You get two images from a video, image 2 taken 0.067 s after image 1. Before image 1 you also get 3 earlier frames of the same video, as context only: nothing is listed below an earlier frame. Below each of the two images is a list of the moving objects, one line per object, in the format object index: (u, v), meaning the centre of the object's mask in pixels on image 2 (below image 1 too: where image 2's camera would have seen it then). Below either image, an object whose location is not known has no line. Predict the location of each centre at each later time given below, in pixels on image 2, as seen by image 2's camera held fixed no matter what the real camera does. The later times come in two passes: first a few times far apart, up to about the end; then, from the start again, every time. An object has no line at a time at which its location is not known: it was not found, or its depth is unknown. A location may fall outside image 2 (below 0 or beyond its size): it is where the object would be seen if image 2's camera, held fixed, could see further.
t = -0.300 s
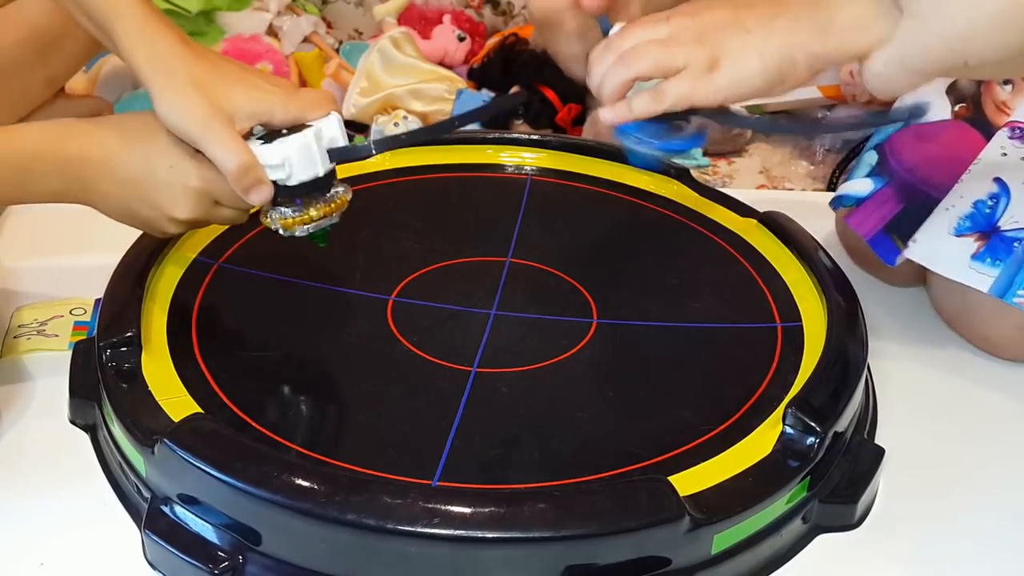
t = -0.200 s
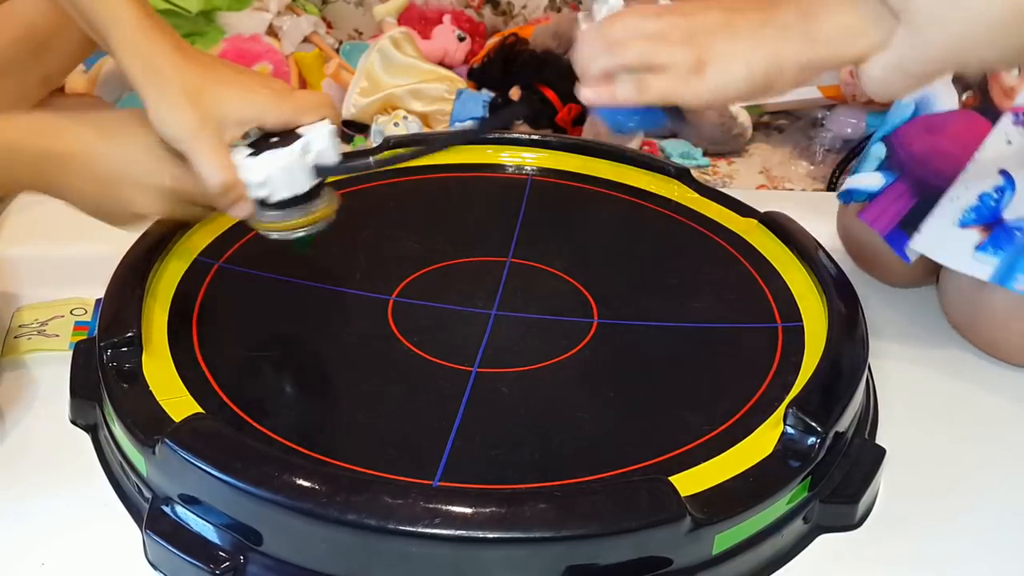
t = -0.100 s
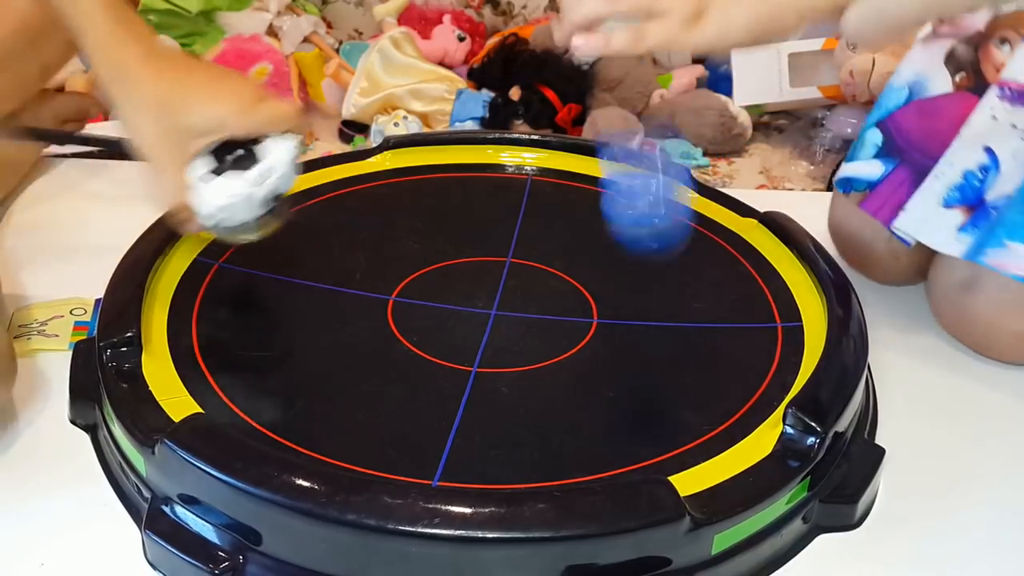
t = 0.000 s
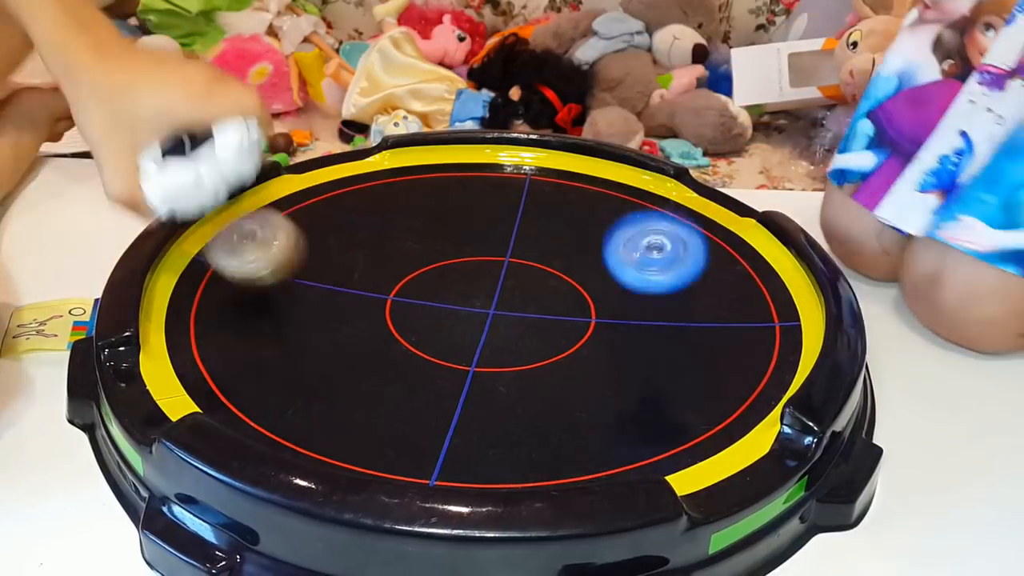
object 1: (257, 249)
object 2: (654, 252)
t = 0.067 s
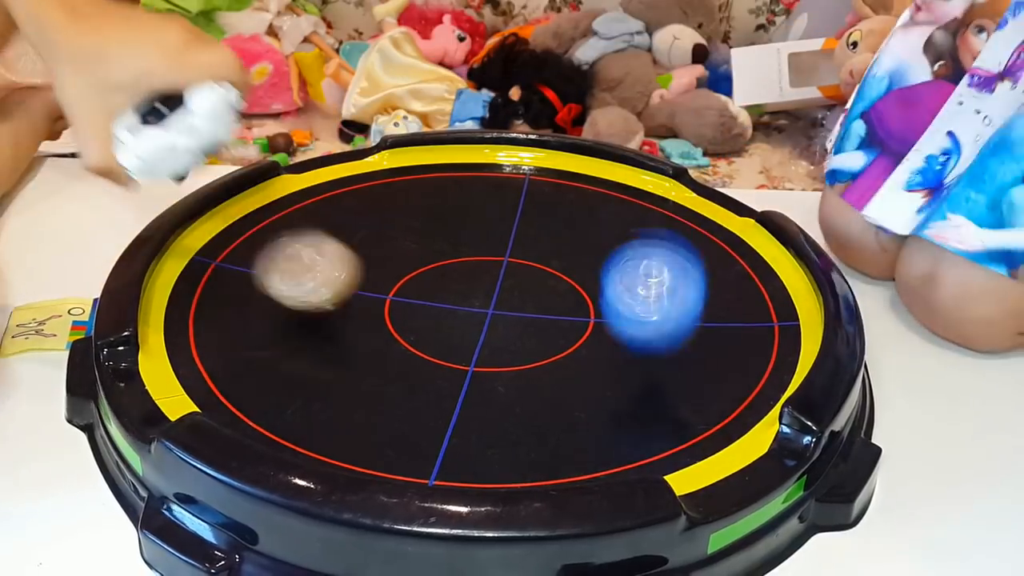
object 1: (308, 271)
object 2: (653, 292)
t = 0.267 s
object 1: (477, 344)
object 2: (638, 367)
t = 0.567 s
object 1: (505, 355)
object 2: (701, 409)
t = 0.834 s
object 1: (446, 346)
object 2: (621, 398)
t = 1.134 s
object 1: (404, 307)
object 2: (561, 330)
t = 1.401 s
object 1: (416, 275)
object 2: (579, 259)
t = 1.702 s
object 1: (459, 266)
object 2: (640, 228)
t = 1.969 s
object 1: (497, 273)
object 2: (678, 236)
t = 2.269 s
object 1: (515, 295)
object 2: (669, 267)
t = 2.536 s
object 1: (482, 308)
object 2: (593, 281)
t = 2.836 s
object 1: (419, 295)
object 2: (503, 248)
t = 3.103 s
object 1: (393, 266)
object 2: (495, 214)
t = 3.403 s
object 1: (416, 234)
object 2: (531, 206)
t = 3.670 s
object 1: (469, 220)
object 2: (557, 221)
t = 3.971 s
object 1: (501, 215)
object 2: (540, 264)
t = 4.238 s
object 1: (518, 230)
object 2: (466, 272)
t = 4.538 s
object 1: (537, 267)
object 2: (426, 245)
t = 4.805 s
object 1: (543, 303)
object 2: (448, 229)
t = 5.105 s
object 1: (530, 330)
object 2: (485, 242)
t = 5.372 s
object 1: (502, 331)
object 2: (484, 271)
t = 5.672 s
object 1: (470, 320)
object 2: (435, 273)
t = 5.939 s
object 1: (448, 306)
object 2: (424, 251)
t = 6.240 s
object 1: (463, 304)
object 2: (458, 243)
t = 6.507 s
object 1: (478, 321)
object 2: (499, 243)
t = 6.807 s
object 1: (463, 348)
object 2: (482, 263)
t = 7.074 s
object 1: (447, 335)
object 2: (459, 253)
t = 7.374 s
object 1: (454, 298)
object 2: (469, 239)
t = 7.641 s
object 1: (456, 292)
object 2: (493, 243)
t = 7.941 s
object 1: (462, 297)
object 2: (478, 252)
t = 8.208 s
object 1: (479, 301)
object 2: (474, 243)
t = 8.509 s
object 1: (502, 303)
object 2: (485, 240)
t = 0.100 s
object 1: (338, 281)
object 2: (648, 326)
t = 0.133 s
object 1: (368, 296)
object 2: (644, 340)
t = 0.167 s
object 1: (398, 310)
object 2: (640, 350)
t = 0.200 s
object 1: (427, 323)
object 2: (638, 359)
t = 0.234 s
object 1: (453, 335)
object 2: (637, 364)
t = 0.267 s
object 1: (477, 344)
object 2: (638, 367)
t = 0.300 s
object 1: (499, 353)
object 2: (639, 369)
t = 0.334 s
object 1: (521, 361)
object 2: (642, 370)
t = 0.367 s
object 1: (540, 367)
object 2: (644, 372)
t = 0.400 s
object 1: (542, 356)
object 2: (666, 384)
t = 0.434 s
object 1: (534, 357)
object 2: (688, 392)
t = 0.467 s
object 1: (526, 361)
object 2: (702, 400)
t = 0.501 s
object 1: (517, 358)
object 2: (709, 404)
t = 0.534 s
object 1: (510, 356)
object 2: (708, 406)
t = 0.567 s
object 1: (505, 355)
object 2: (701, 409)
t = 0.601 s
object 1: (499, 354)
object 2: (693, 410)
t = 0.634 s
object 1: (493, 354)
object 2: (684, 411)
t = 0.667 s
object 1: (485, 354)
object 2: (674, 410)
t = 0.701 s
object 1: (477, 353)
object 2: (664, 410)
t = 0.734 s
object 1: (468, 352)
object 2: (652, 408)
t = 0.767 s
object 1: (461, 351)
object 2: (642, 406)
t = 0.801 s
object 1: (453, 349)
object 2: (631, 402)
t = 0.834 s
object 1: (446, 346)
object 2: (621, 398)
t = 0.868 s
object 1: (439, 343)
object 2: (612, 393)
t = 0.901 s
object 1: (433, 339)
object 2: (602, 387)
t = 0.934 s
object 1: (427, 335)
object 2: (593, 380)
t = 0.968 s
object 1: (421, 331)
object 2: (585, 373)
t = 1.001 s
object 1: (416, 326)
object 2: (579, 365)
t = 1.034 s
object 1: (412, 321)
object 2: (573, 358)
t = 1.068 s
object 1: (408, 316)
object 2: (568, 348)
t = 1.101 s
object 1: (406, 312)
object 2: (564, 339)
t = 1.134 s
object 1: (404, 307)
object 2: (561, 330)
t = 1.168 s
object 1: (403, 302)
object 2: (559, 320)
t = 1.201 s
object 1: (402, 297)
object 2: (559, 311)
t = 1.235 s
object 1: (403, 293)
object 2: (560, 301)
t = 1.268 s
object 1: (404, 289)
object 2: (563, 292)
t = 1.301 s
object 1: (406, 285)
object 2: (566, 283)
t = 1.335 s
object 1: (409, 282)
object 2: (570, 274)
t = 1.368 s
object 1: (412, 279)
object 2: (574, 266)
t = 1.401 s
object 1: (416, 275)
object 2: (579, 259)
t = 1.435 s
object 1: (420, 273)
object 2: (585, 253)
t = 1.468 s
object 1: (425, 271)
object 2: (591, 247)
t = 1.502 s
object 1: (429, 269)
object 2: (598, 242)
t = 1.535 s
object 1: (434, 268)
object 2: (605, 238)
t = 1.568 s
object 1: (439, 267)
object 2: (612, 235)
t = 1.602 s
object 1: (444, 266)
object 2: (618, 232)
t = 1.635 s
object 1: (449, 266)
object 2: (626, 230)
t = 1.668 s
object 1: (454, 266)
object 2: (633, 229)
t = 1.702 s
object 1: (459, 266)
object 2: (640, 228)
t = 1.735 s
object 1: (465, 266)
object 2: (645, 228)
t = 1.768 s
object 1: (470, 267)
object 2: (651, 228)
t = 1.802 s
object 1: (475, 267)
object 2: (657, 229)
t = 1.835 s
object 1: (480, 268)
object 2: (662, 230)
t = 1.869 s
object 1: (484, 269)
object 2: (667, 231)
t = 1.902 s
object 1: (488, 269)
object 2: (671, 232)
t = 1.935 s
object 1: (492, 271)
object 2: (675, 234)
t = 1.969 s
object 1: (497, 273)
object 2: (678, 236)
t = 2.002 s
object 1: (501, 275)
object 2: (680, 238)
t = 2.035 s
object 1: (505, 277)
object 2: (682, 241)
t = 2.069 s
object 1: (508, 279)
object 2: (683, 245)
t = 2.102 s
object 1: (511, 281)
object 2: (683, 248)
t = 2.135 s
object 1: (513, 284)
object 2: (682, 251)
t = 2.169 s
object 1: (515, 286)
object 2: (680, 255)
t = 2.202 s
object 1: (515, 289)
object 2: (677, 260)
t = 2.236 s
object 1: (515, 292)
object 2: (673, 264)
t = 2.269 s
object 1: (515, 295)
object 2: (669, 267)
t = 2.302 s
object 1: (514, 297)
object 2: (662, 271)
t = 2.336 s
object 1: (512, 299)
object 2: (655, 274)
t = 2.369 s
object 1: (509, 301)
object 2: (647, 276)
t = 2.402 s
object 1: (506, 304)
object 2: (638, 278)
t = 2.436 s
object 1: (501, 305)
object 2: (627, 280)
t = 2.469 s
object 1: (496, 307)
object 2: (616, 281)
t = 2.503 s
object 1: (489, 308)
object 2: (605, 281)
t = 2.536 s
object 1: (482, 308)
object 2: (593, 281)
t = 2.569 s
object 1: (476, 308)
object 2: (580, 280)
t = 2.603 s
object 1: (469, 308)
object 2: (568, 278)
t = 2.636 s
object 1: (461, 307)
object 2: (557, 276)
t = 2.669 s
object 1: (454, 306)
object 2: (545, 273)
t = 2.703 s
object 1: (447, 305)
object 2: (535, 268)
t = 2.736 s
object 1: (440, 303)
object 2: (525, 263)
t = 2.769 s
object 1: (432, 301)
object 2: (517, 258)
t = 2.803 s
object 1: (426, 299)
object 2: (509, 253)
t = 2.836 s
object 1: (419, 295)
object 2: (503, 248)
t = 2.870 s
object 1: (414, 292)
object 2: (499, 244)
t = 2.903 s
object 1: (409, 289)
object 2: (495, 238)
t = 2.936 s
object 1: (404, 285)
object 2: (493, 233)
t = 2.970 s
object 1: (400, 281)
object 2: (492, 229)
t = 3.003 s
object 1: (397, 277)
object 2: (491, 224)
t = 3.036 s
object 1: (394, 273)
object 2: (492, 220)
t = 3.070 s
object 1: (393, 269)
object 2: (493, 216)
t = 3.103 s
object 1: (393, 266)
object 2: (495, 214)
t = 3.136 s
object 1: (393, 262)
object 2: (498, 211)
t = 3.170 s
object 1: (393, 259)
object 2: (501, 210)
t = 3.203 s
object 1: (394, 255)
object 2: (505, 208)
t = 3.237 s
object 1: (395, 251)
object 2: (509, 207)
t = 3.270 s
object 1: (398, 248)
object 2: (513, 206)
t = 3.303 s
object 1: (401, 244)
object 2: (517, 206)
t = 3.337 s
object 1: (406, 240)
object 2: (522, 205)
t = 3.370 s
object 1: (411, 237)
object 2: (526, 206)
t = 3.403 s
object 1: (416, 234)
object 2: (531, 206)
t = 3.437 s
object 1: (421, 232)
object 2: (536, 207)
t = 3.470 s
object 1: (428, 229)
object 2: (540, 207)
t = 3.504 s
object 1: (434, 227)
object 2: (544, 208)
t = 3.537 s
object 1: (441, 225)
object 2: (548, 211)
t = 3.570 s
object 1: (448, 223)
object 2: (551, 212)
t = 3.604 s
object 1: (455, 222)
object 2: (553, 215)
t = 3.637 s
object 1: (462, 221)
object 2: (555, 219)
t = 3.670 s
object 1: (469, 220)
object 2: (557, 221)
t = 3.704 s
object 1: (477, 219)
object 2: (558, 225)
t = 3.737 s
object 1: (480, 218)
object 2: (561, 230)
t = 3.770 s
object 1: (483, 217)
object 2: (562, 235)
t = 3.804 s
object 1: (488, 216)
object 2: (561, 240)
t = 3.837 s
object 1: (492, 216)
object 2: (559, 245)
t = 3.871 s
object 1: (496, 216)
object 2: (557, 251)
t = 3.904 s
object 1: (498, 215)
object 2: (553, 256)
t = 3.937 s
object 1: (499, 214)
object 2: (547, 260)
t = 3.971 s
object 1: (501, 215)
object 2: (540, 264)
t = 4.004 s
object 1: (504, 215)
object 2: (532, 268)
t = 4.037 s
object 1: (506, 216)
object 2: (523, 271)
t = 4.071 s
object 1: (507, 217)
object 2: (513, 273)
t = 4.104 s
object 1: (508, 218)
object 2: (503, 274)
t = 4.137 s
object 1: (511, 220)
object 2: (493, 275)
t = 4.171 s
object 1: (513, 224)
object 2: (485, 275)
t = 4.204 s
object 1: (517, 227)
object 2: (476, 274)
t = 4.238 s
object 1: (518, 230)
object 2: (466, 272)
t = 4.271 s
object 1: (520, 233)
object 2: (456, 271)
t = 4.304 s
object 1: (523, 237)
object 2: (447, 268)
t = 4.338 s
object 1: (525, 240)
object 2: (440, 266)
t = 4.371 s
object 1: (527, 244)
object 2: (435, 263)
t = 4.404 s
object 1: (529, 249)
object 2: (431, 259)
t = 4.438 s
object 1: (531, 253)
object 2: (429, 255)
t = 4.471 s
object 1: (534, 258)
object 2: (427, 251)
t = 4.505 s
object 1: (536, 263)
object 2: (426, 248)
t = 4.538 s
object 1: (537, 267)
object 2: (426, 245)
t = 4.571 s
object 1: (538, 271)
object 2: (427, 242)
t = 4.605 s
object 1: (540, 277)
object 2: (428, 239)
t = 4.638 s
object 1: (542, 281)
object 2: (430, 237)
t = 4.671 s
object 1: (542, 286)
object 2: (433, 234)
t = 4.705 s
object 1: (543, 290)
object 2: (436, 233)
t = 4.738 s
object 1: (543, 295)
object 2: (439, 231)
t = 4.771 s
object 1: (543, 299)
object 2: (443, 230)
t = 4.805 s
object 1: (543, 303)
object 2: (448, 229)
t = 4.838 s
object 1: (542, 307)
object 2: (453, 229)
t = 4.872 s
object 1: (542, 311)
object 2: (457, 229)
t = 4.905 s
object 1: (541, 314)
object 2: (462, 230)
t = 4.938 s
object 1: (540, 317)
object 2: (466, 230)
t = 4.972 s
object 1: (539, 321)
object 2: (471, 232)
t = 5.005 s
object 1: (538, 323)
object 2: (475, 234)
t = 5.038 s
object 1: (537, 325)
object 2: (479, 237)
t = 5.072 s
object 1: (534, 327)
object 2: (482, 239)
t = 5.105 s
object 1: (530, 330)
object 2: (485, 242)
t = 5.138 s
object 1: (527, 332)
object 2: (488, 245)
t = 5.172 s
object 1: (524, 333)
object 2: (490, 248)
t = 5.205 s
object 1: (521, 333)
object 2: (491, 252)
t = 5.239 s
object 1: (518, 334)
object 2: (491, 256)
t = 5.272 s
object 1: (514, 334)
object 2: (491, 260)
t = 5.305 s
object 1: (511, 333)
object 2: (490, 264)
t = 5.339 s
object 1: (507, 332)
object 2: (487, 268)
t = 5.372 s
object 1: (502, 331)
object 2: (484, 271)
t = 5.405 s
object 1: (497, 329)
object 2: (480, 273)
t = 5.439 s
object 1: (494, 327)
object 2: (476, 276)
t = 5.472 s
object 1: (491, 326)
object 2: (470, 278)
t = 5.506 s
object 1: (487, 322)
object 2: (464, 278)
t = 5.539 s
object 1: (484, 322)
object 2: (458, 278)
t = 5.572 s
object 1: (480, 322)
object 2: (453, 277)
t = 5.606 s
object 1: (477, 322)
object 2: (447, 275)
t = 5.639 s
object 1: (474, 321)
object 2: (441, 275)
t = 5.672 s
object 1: (470, 320)
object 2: (435, 273)
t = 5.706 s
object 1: (467, 318)
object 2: (430, 271)
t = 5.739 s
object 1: (463, 316)
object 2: (427, 268)
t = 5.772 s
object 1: (459, 315)
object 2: (424, 265)
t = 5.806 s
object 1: (457, 313)
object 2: (423, 263)
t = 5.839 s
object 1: (454, 312)
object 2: (421, 260)
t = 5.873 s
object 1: (452, 310)
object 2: (421, 256)
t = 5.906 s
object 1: (450, 308)
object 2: (423, 254)
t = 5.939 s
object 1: (448, 306)
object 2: (424, 251)
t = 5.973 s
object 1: (448, 304)
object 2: (426, 249)
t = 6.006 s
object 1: (448, 303)
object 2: (428, 246)
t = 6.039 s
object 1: (449, 304)
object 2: (432, 244)
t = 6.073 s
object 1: (449, 305)
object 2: (436, 243)
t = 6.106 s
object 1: (451, 305)
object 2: (440, 242)
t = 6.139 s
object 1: (454, 305)
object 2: (444, 242)
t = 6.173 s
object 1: (456, 305)
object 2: (449, 242)
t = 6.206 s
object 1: (460, 305)
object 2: (453, 242)
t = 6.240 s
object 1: (463, 304)
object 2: (458, 243)
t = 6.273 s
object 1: (467, 304)
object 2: (463, 243)
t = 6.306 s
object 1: (471, 303)
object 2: (468, 244)
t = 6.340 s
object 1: (476, 301)
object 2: (472, 245)
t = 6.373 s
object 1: (478, 302)
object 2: (476, 246)
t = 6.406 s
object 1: (477, 307)
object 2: (483, 245)
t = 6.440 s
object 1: (479, 312)
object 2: (490, 244)
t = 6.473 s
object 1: (480, 317)
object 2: (495, 243)
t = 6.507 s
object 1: (478, 321)
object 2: (499, 243)
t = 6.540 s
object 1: (477, 326)
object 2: (501, 244)
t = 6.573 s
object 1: (475, 330)
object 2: (501, 248)
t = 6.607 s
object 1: (473, 333)
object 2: (500, 251)
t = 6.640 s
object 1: (471, 336)
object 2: (499, 254)
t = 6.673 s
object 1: (470, 338)
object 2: (497, 257)
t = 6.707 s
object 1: (468, 342)
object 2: (494, 258)
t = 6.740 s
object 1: (467, 345)
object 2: (490, 260)
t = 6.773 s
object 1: (465, 347)
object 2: (486, 262)
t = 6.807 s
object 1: (463, 348)
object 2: (482, 263)
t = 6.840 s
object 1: (460, 348)
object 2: (478, 263)
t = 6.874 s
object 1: (459, 347)
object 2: (473, 263)
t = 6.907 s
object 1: (458, 346)
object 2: (469, 262)
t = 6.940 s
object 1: (455, 344)
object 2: (466, 261)
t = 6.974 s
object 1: (453, 342)
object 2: (464, 259)
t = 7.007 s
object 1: (450, 340)
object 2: (462, 257)
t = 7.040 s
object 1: (449, 337)
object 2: (460, 255)
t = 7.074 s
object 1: (447, 335)
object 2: (459, 253)
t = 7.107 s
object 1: (447, 331)
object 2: (459, 251)
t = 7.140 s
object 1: (446, 328)
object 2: (459, 248)
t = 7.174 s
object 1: (446, 324)
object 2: (460, 246)
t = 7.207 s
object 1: (446, 320)
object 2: (461, 245)
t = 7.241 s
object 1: (447, 316)
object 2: (462, 243)
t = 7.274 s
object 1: (447, 312)
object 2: (463, 243)
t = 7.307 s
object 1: (449, 307)
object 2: (465, 242)
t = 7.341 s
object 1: (452, 303)
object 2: (467, 241)
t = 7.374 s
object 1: (454, 298)
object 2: (469, 239)
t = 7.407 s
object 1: (458, 294)
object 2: (471, 238)
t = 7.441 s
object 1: (459, 290)
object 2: (473, 237)
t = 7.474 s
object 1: (459, 289)
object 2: (478, 237)
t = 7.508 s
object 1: (459, 290)
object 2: (483, 236)
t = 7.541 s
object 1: (457, 290)
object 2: (487, 237)
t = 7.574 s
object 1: (457, 291)
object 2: (490, 238)
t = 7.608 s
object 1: (456, 291)
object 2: (492, 240)
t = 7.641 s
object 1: (456, 292)
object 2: (493, 243)
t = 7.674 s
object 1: (455, 293)
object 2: (493, 245)
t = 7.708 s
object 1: (455, 293)
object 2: (493, 248)
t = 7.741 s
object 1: (455, 294)
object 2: (492, 249)
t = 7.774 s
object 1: (455, 294)
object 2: (491, 251)
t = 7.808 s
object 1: (456, 296)
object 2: (489, 252)
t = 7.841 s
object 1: (455, 296)
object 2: (486, 252)
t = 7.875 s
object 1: (457, 297)
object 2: (484, 252)
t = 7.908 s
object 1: (460, 297)
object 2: (481, 252)
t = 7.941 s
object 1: (462, 297)
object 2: (478, 252)
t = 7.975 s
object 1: (465, 298)
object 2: (475, 251)
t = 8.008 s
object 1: (465, 298)
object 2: (474, 250)
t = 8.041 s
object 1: (468, 299)
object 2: (474, 249)
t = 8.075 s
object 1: (469, 300)
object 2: (474, 248)
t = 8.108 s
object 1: (471, 301)
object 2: (473, 247)
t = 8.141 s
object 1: (474, 301)
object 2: (473, 246)
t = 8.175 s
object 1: (476, 301)
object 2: (474, 244)
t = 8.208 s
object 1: (479, 301)
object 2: (474, 243)
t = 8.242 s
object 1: (481, 300)
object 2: (475, 242)
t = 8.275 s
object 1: (484, 298)
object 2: (476, 241)
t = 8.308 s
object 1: (486, 298)
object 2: (476, 240)
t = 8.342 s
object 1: (491, 297)
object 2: (477, 240)
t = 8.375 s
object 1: (494, 295)
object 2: (478, 240)
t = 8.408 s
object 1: (496, 297)
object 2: (479, 240)
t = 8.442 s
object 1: (499, 299)
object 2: (481, 238)
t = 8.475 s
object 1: (500, 301)
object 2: (483, 239)
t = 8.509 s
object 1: (502, 303)
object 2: (485, 240)
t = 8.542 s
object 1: (503, 304)
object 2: (483, 242)
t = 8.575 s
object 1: (505, 305)
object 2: (483, 243)
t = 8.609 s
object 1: (505, 306)
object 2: (483, 244)
